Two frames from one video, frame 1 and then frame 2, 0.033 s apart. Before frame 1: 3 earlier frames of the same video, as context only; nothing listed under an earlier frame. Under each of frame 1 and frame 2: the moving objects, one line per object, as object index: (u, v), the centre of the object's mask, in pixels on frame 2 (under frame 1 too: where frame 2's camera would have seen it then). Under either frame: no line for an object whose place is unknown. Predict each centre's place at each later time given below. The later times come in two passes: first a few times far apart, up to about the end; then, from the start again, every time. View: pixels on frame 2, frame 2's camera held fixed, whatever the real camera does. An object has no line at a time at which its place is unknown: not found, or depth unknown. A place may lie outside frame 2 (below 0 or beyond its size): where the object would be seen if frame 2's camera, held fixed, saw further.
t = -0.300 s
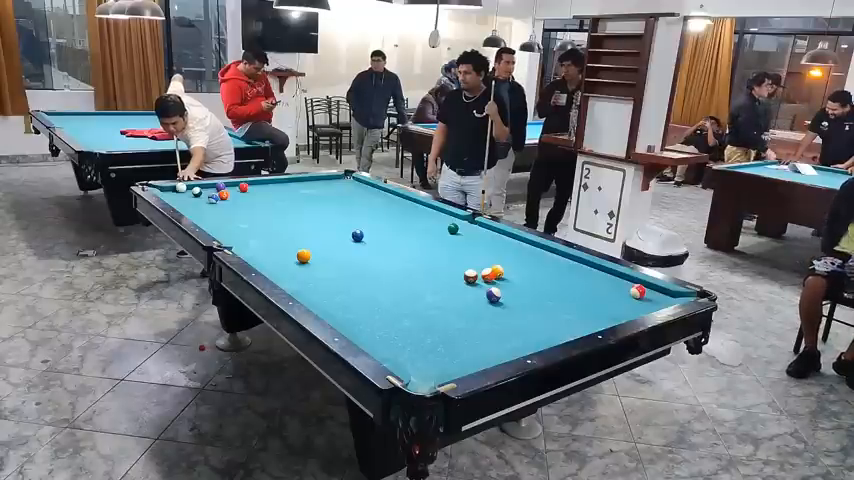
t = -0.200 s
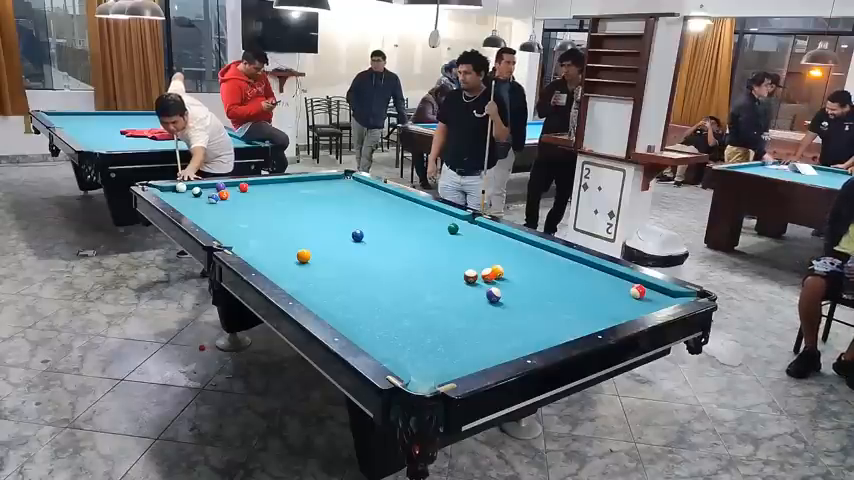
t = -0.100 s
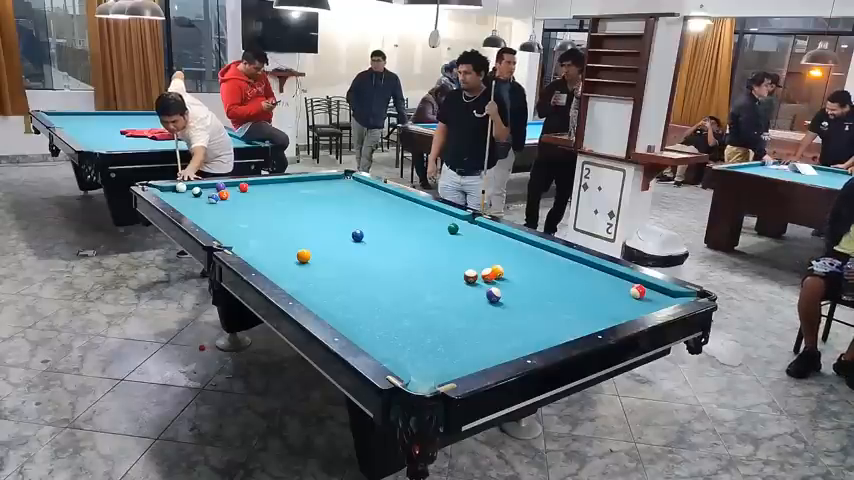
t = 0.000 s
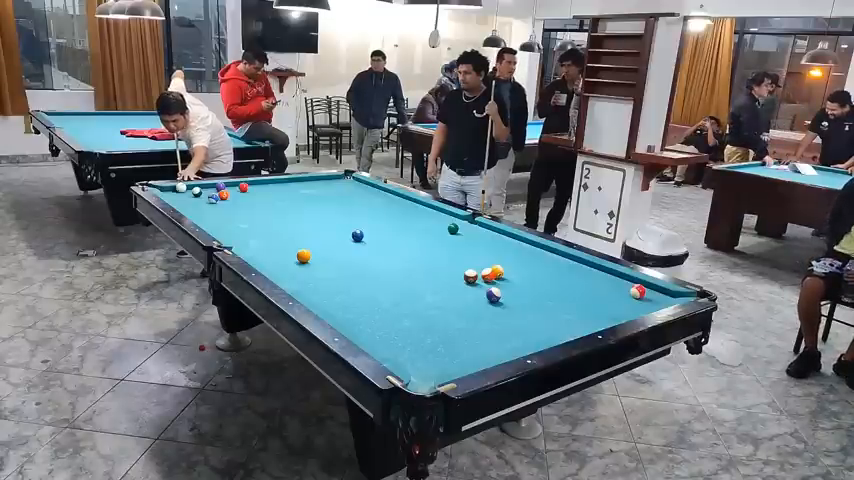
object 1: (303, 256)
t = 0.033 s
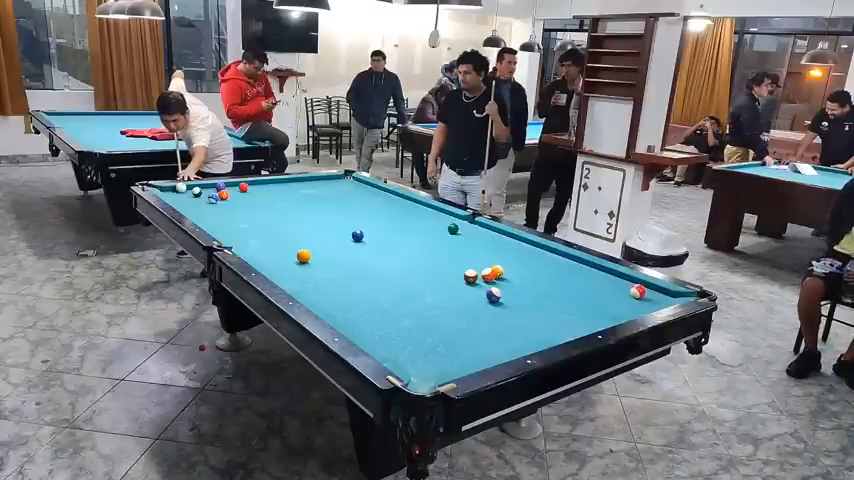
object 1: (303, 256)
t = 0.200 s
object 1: (303, 256)
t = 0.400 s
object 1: (303, 256)
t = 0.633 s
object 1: (373, 287)
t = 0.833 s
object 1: (467, 330)
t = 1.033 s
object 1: (476, 329)
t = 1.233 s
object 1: (434, 302)
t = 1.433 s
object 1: (400, 281)
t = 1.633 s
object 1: (371, 263)
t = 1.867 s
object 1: (343, 245)
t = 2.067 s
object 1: (323, 231)
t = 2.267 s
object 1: (305, 220)
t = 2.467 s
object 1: (289, 210)
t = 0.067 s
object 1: (303, 256)
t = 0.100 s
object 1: (303, 256)
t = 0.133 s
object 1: (303, 256)
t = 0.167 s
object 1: (303, 256)
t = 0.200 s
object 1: (303, 256)
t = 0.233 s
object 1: (303, 256)
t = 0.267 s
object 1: (303, 256)
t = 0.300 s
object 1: (303, 256)
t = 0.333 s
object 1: (303, 256)
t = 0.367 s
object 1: (303, 256)
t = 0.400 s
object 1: (303, 256)
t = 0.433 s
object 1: (303, 256)
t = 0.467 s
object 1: (303, 256)
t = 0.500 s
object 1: (313, 260)
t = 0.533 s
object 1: (328, 267)
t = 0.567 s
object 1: (343, 274)
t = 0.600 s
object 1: (358, 280)
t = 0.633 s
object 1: (373, 287)
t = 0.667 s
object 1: (389, 295)
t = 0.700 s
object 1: (404, 301)
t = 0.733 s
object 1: (419, 308)
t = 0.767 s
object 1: (434, 316)
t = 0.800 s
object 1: (451, 323)
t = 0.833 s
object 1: (467, 330)
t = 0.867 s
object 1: (484, 338)
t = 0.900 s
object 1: (502, 345)
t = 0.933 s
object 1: (504, 344)
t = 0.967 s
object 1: (493, 340)
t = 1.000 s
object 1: (484, 334)
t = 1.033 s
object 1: (476, 329)
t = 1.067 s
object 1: (469, 324)
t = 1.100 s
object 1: (461, 319)
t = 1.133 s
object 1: (455, 315)
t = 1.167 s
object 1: (447, 310)
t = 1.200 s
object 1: (441, 306)
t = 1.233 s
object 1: (434, 302)
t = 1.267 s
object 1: (428, 298)
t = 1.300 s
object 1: (422, 295)
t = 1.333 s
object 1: (418, 290)
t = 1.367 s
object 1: (411, 285)
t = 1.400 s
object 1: (406, 284)
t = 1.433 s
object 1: (400, 281)
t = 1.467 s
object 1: (395, 277)
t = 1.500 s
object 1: (390, 274)
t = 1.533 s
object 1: (385, 271)
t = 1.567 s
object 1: (380, 268)
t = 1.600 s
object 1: (376, 265)
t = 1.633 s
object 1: (371, 263)
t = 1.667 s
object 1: (367, 260)
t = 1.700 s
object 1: (363, 257)
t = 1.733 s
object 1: (359, 255)
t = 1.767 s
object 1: (355, 252)
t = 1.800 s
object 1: (351, 250)
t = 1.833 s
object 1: (347, 247)
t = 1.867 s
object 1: (343, 245)
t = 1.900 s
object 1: (340, 242)
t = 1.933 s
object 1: (336, 240)
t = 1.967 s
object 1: (333, 237)
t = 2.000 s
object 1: (329, 235)
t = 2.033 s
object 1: (326, 233)
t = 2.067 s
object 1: (323, 231)
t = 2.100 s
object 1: (320, 229)
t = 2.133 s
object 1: (317, 228)
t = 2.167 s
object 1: (314, 226)
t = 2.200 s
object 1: (310, 224)
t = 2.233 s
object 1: (307, 222)
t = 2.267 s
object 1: (305, 220)
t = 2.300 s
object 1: (302, 218)
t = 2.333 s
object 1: (299, 217)
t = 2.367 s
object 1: (297, 215)
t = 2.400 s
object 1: (294, 213)
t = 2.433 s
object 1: (292, 212)
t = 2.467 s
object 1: (289, 210)
